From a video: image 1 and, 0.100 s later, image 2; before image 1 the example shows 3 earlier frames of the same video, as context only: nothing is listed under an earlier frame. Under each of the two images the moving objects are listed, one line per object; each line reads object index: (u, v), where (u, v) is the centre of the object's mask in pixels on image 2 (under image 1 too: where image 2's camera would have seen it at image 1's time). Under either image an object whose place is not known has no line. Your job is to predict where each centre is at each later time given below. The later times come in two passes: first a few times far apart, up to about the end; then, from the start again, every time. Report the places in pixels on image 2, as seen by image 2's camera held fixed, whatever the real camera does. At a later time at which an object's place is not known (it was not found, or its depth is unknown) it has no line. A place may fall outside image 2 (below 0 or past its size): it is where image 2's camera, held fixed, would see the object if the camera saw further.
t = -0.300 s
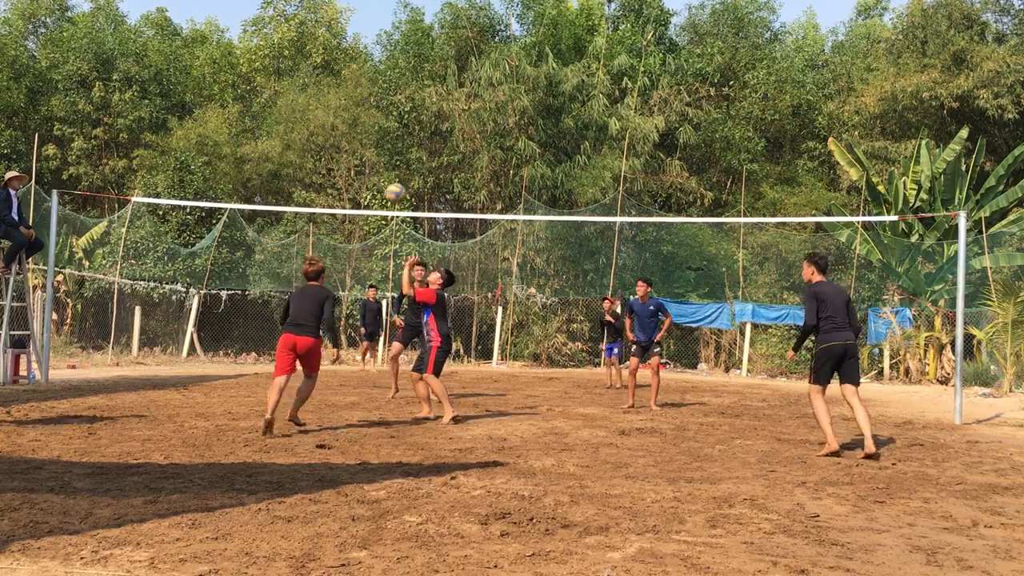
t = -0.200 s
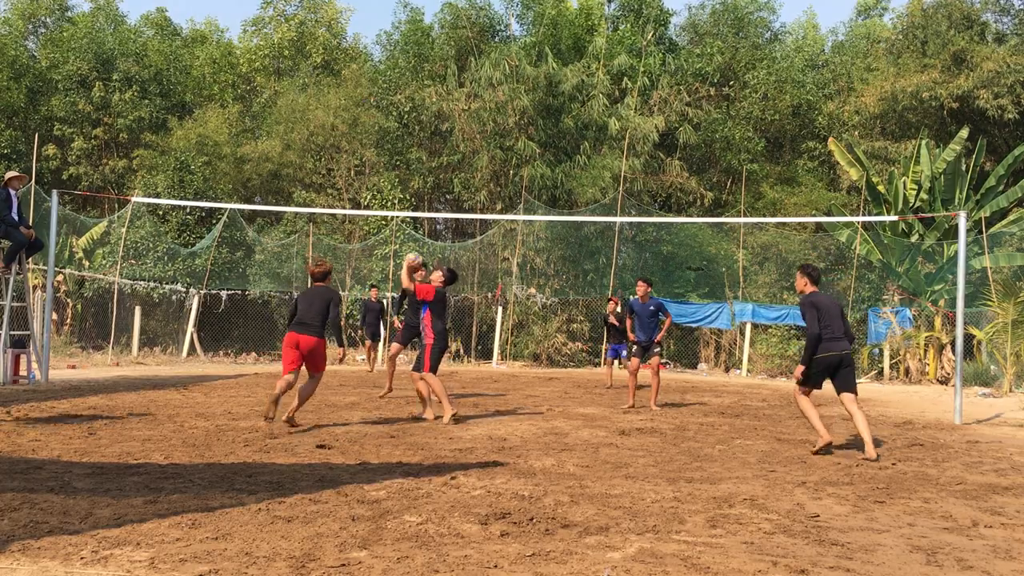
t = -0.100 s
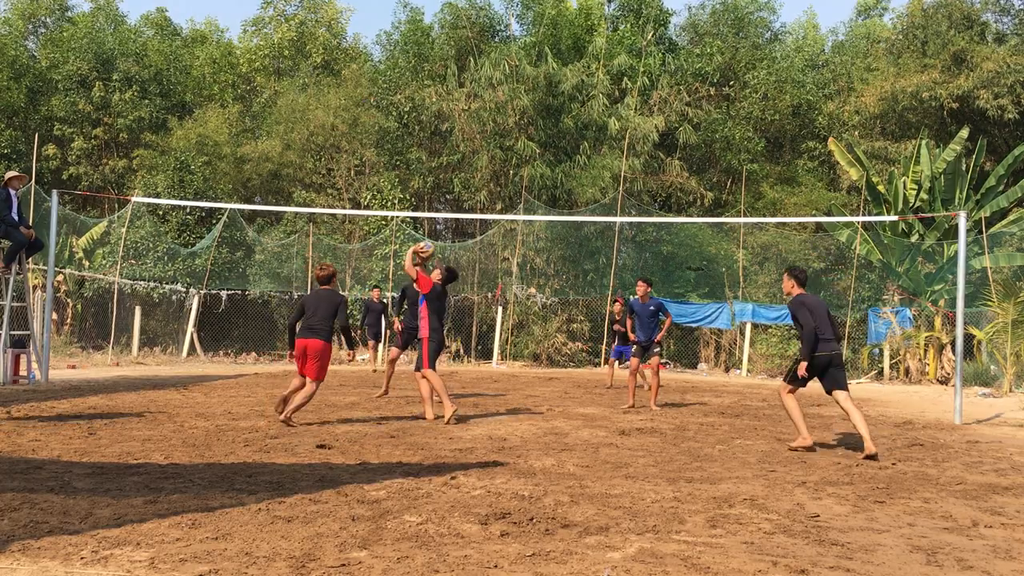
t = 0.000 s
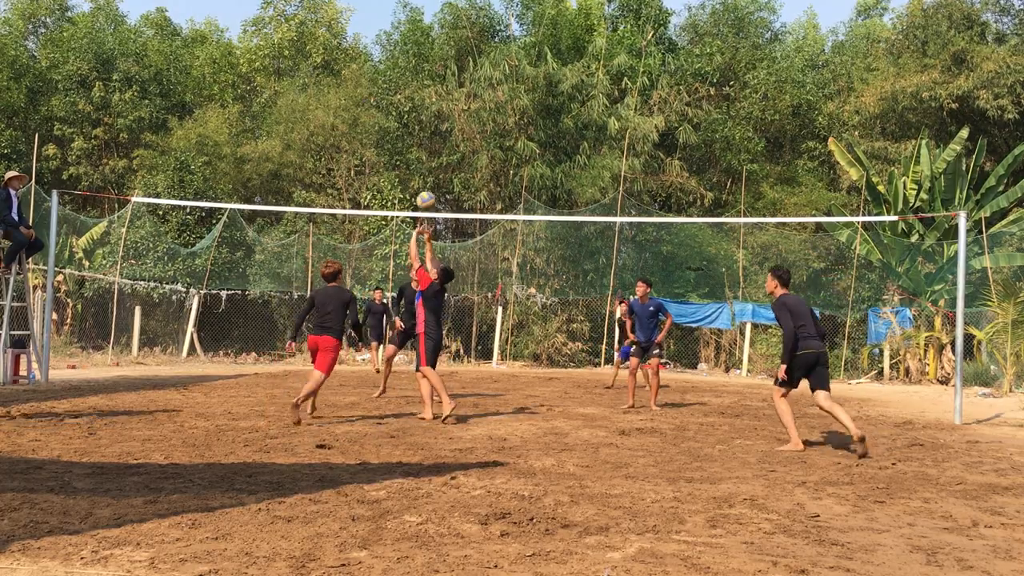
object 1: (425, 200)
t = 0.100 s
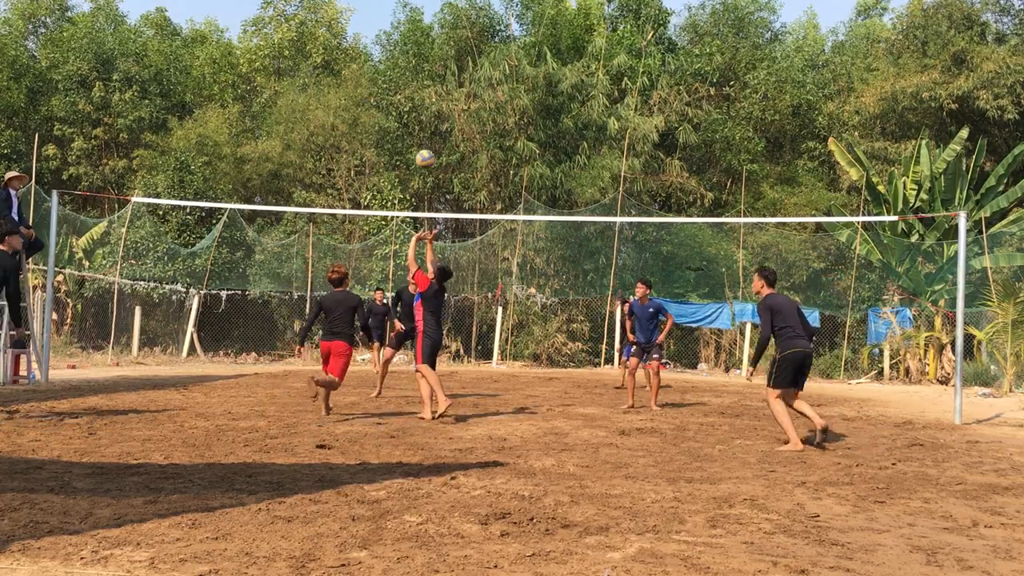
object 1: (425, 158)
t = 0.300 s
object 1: (422, 106)
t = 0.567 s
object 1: (418, 96)
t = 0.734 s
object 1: (414, 120)
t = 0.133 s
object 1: (424, 147)
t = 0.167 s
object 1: (423, 136)
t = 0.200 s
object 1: (423, 127)
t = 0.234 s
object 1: (423, 119)
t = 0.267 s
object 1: (422, 112)
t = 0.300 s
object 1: (422, 106)
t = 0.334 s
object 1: (421, 101)
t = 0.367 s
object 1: (421, 98)
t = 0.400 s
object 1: (420, 95)
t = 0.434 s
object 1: (420, 93)
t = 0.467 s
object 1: (419, 93)
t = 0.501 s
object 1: (419, 93)
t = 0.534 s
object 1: (418, 94)
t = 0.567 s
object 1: (418, 96)
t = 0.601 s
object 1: (417, 99)
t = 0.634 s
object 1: (416, 103)
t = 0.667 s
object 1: (415, 107)
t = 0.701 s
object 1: (415, 113)
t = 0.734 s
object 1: (414, 120)
